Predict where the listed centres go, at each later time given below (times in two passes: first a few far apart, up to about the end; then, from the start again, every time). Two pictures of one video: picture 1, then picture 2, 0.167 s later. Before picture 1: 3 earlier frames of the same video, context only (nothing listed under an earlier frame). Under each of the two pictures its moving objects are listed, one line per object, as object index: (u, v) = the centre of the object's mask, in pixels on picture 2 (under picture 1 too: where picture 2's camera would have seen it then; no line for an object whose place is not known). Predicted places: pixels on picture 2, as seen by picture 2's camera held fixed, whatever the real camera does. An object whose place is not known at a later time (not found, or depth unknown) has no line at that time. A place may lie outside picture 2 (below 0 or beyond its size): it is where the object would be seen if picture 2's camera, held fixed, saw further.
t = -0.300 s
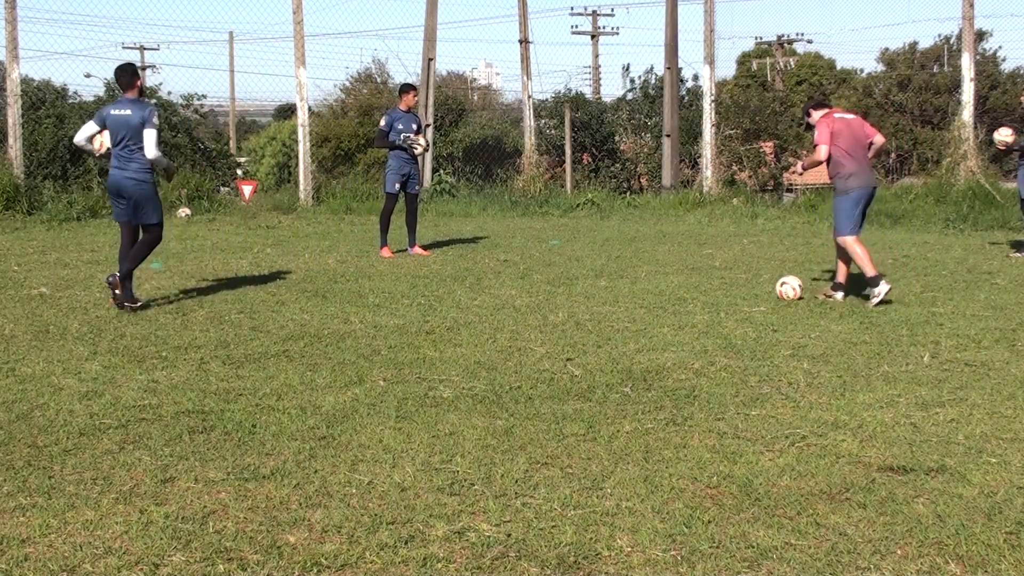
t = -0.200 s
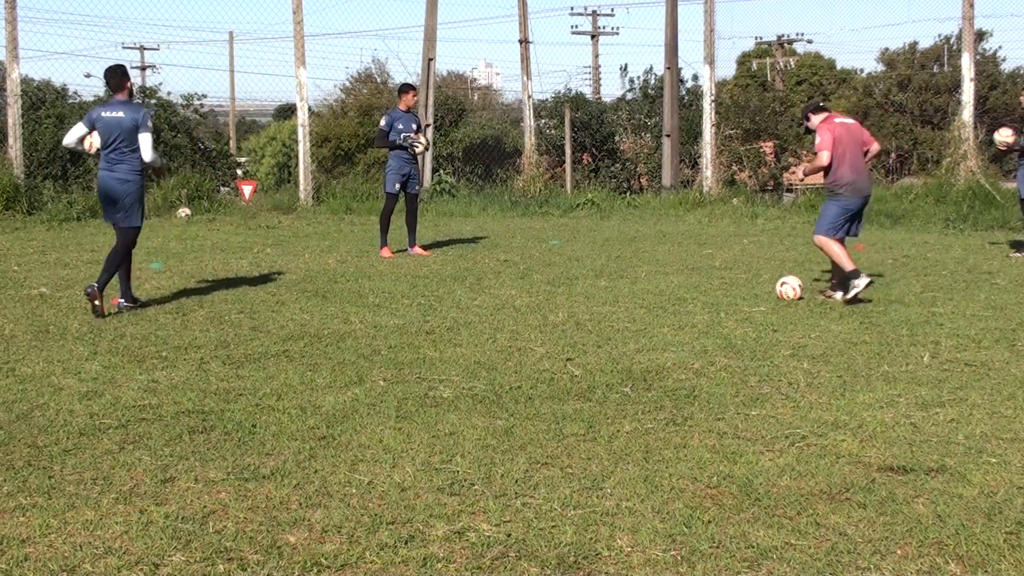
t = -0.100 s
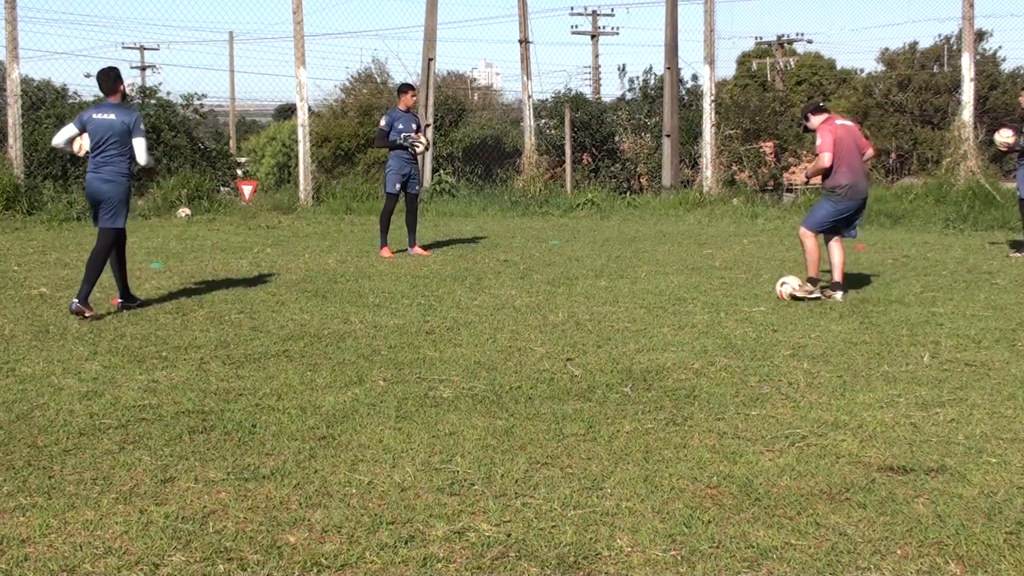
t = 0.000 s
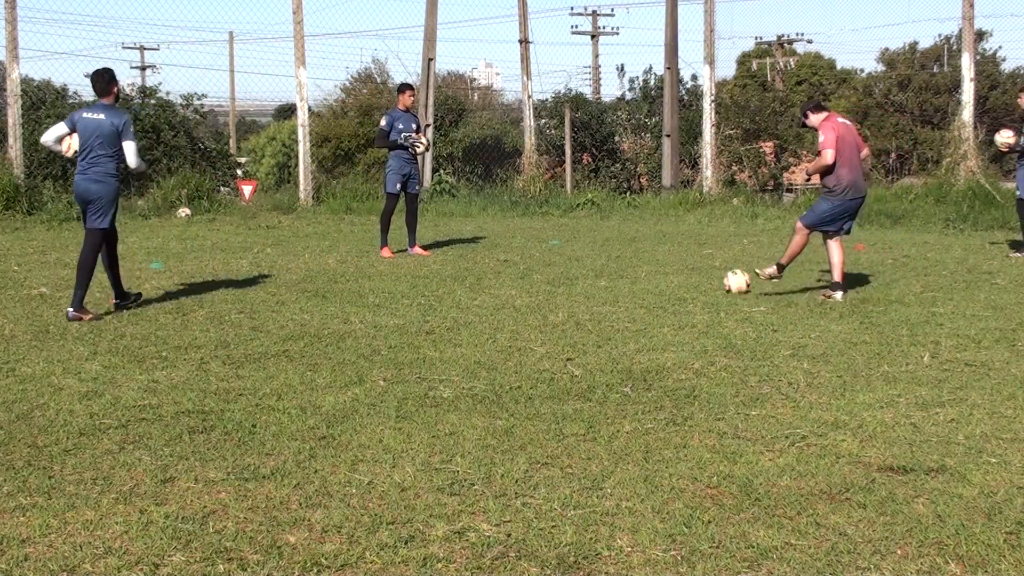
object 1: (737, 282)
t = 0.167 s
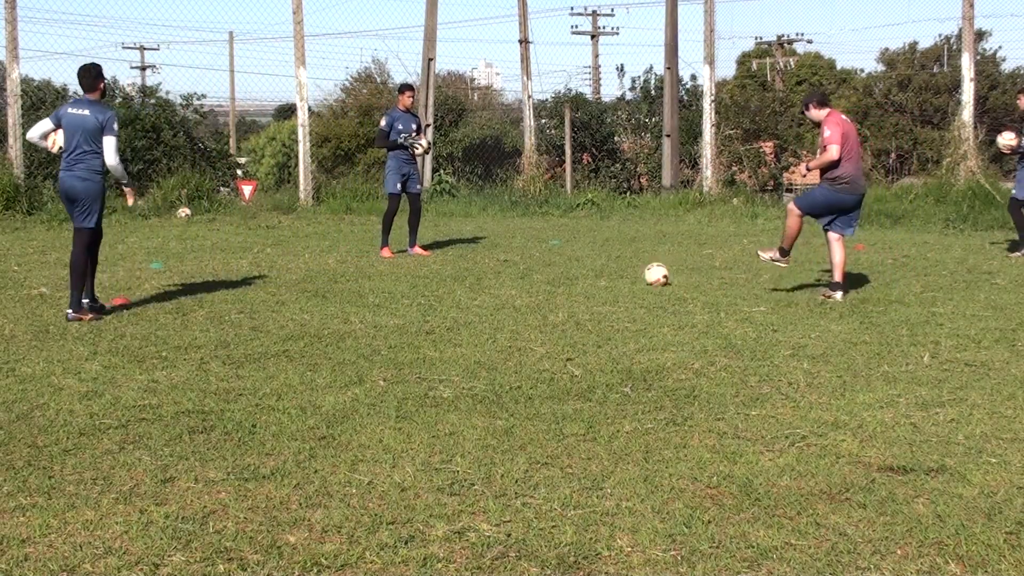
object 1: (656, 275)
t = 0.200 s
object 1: (643, 273)
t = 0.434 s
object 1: (567, 265)
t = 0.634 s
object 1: (518, 260)
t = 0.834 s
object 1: (477, 257)
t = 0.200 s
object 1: (643, 273)
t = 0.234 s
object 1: (631, 271)
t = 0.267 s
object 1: (618, 270)
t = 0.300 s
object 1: (607, 269)
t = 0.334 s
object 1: (596, 268)
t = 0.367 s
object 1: (586, 267)
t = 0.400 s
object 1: (576, 266)
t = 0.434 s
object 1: (567, 265)
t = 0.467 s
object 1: (558, 264)
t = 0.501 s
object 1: (549, 264)
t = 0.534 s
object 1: (541, 264)
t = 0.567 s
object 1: (533, 262)
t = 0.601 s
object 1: (526, 261)
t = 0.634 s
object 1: (518, 260)
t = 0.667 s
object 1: (510, 260)
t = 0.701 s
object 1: (503, 260)
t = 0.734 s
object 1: (497, 259)
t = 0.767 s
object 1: (489, 257)
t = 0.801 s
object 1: (484, 256)
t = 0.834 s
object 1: (477, 257)
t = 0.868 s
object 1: (471, 256)
